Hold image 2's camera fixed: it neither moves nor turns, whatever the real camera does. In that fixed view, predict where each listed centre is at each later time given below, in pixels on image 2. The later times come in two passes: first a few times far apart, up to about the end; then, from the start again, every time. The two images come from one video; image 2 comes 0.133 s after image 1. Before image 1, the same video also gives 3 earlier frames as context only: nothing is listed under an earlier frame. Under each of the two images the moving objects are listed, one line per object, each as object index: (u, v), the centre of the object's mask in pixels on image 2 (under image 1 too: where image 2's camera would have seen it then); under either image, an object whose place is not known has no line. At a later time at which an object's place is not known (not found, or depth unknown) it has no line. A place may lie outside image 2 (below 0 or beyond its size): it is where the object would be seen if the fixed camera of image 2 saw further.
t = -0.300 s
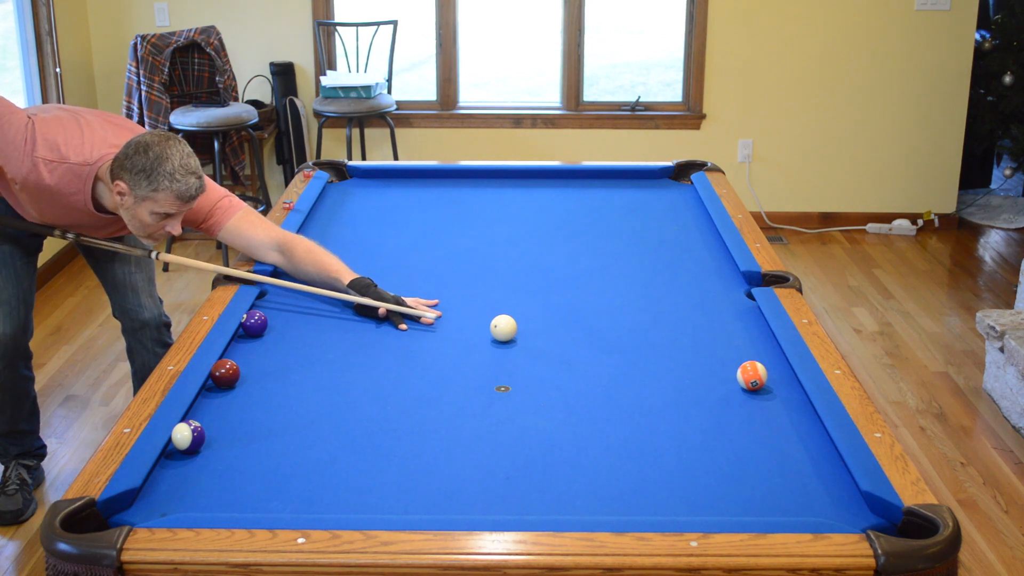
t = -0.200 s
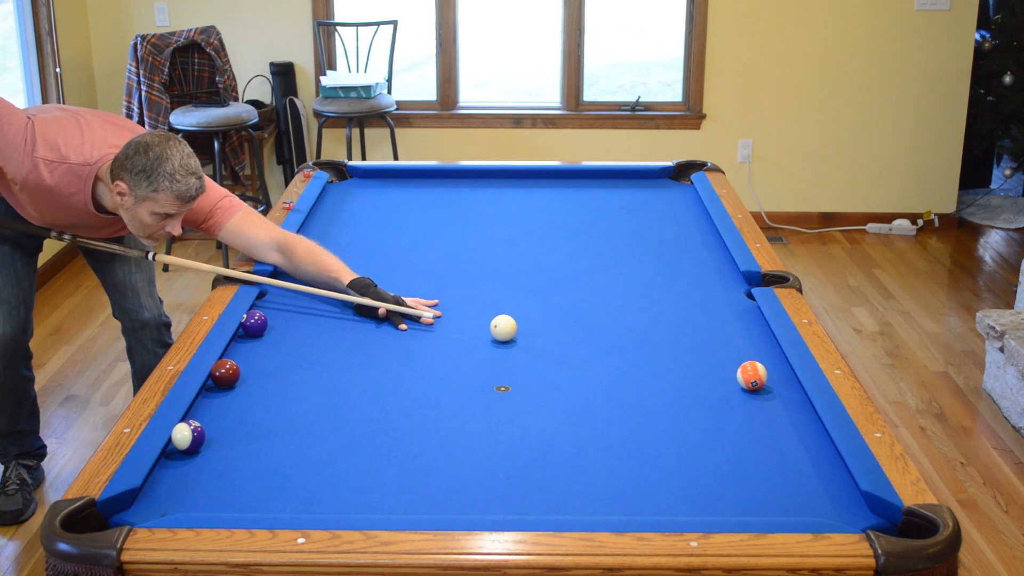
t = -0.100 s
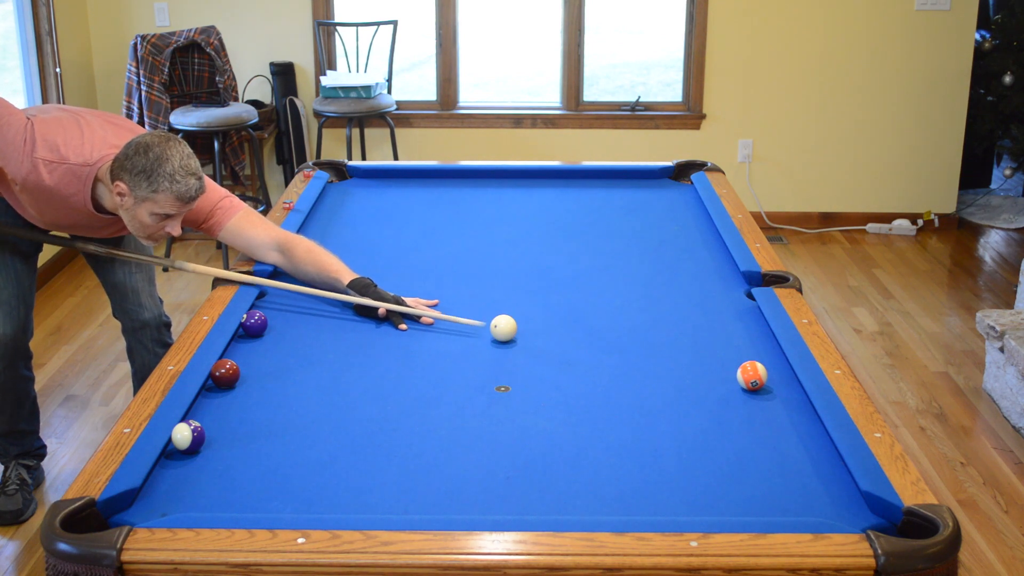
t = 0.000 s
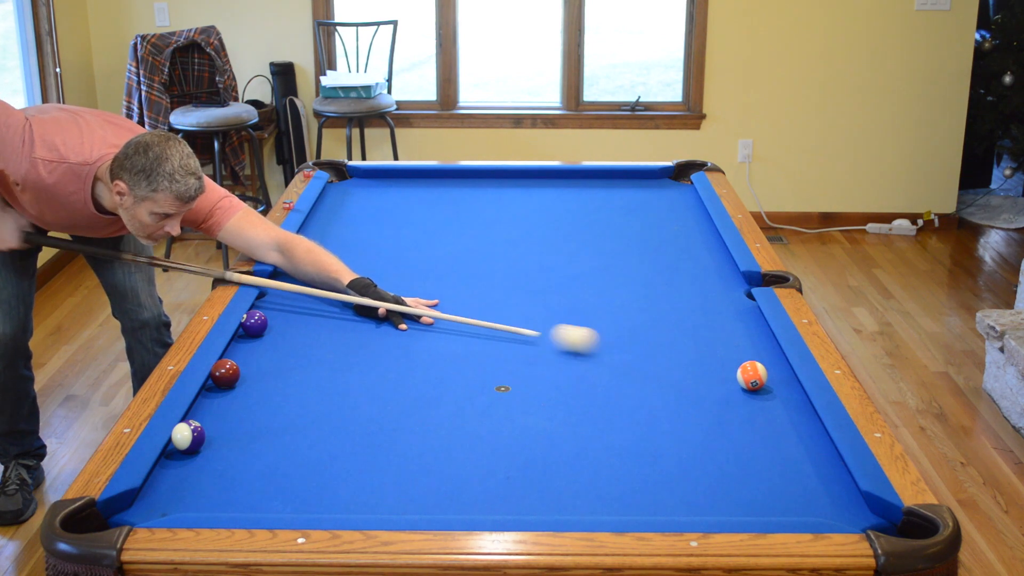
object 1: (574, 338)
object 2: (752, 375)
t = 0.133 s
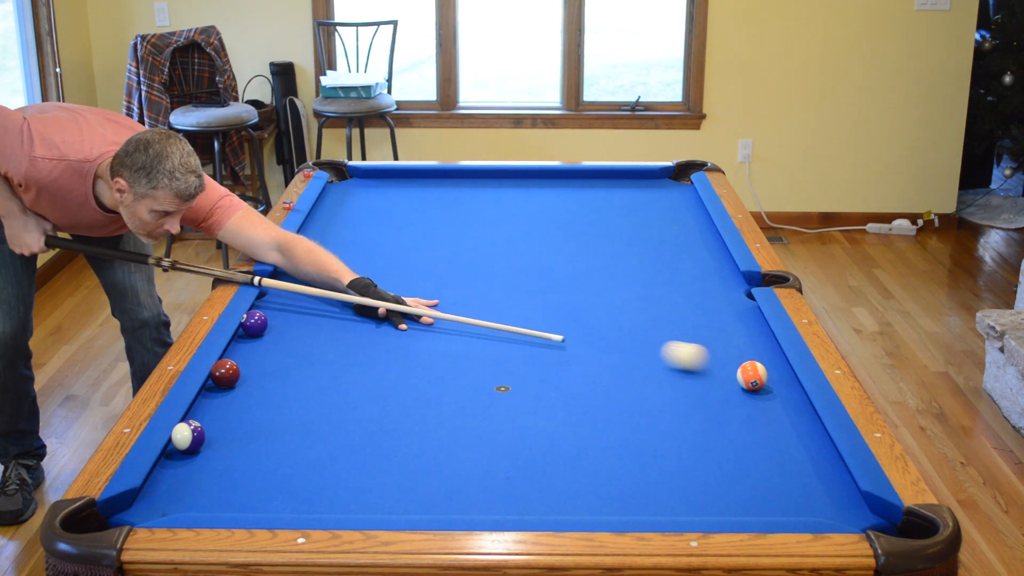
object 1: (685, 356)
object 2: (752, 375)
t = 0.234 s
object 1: (751, 359)
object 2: (758, 380)
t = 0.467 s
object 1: (710, 348)
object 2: (793, 408)
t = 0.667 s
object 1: (657, 335)
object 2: (805, 430)
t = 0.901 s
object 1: (600, 322)
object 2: (807, 455)
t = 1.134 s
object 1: (548, 310)
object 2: (811, 481)
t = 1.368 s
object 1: (501, 299)
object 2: (815, 505)
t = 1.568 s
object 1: (464, 290)
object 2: (821, 505)
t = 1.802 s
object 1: (424, 280)
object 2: (826, 497)
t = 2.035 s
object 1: (388, 272)
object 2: (833, 488)
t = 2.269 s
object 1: (355, 264)
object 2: (836, 480)
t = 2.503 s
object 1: (325, 256)
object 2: (828, 476)
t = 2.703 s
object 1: (306, 252)
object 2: (822, 474)
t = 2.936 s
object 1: (297, 252)
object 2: (817, 471)
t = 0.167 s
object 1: (710, 360)
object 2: (752, 375)
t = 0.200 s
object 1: (730, 361)
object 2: (752, 376)
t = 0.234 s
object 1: (751, 359)
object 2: (758, 380)
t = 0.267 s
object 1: (769, 359)
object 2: (763, 385)
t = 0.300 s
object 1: (767, 359)
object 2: (769, 389)
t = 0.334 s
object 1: (753, 357)
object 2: (774, 393)
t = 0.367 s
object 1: (741, 354)
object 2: (778, 397)
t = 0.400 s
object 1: (730, 352)
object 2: (783, 400)
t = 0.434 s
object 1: (720, 350)
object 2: (788, 404)
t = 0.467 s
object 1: (710, 348)
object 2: (793, 408)
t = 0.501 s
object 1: (701, 346)
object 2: (798, 412)
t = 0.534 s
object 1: (692, 343)
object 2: (802, 416)
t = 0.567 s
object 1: (683, 341)
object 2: (804, 420)
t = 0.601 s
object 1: (674, 339)
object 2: (804, 423)
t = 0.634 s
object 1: (665, 337)
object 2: (804, 427)
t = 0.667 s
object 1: (657, 335)
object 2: (805, 430)
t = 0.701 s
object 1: (648, 333)
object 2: (805, 434)
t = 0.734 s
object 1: (640, 331)
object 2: (806, 437)
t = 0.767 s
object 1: (632, 329)
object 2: (806, 441)
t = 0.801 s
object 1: (623, 327)
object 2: (806, 444)
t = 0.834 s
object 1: (615, 325)
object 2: (807, 448)
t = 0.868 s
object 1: (607, 324)
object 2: (807, 452)
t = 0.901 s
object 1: (600, 322)
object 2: (807, 455)
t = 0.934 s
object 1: (592, 320)
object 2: (808, 459)
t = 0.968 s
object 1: (584, 318)
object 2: (809, 463)
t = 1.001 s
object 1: (577, 317)
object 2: (809, 467)
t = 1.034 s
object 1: (569, 315)
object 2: (809, 470)
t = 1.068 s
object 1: (562, 313)
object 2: (810, 474)
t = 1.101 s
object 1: (555, 312)
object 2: (811, 477)
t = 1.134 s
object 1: (548, 310)
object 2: (811, 481)
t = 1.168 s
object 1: (541, 308)
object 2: (812, 485)
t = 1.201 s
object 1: (534, 307)
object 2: (812, 489)
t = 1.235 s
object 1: (527, 305)
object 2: (813, 492)
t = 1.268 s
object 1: (520, 303)
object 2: (814, 496)
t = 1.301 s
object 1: (513, 302)
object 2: (814, 499)
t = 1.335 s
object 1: (507, 300)
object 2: (815, 502)
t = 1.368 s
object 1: (501, 299)
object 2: (815, 505)
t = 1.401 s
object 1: (494, 297)
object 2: (816, 507)
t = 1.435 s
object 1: (488, 296)
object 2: (817, 509)
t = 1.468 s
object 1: (482, 294)
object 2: (818, 508)
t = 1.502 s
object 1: (475, 293)
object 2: (819, 507)
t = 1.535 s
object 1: (469, 291)
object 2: (820, 506)
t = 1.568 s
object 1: (464, 290)
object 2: (821, 505)
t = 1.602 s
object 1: (458, 289)
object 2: (821, 504)
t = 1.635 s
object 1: (452, 287)
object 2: (822, 503)
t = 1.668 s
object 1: (446, 286)
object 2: (823, 502)
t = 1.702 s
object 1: (440, 284)
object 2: (824, 501)
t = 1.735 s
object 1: (435, 283)
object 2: (825, 499)
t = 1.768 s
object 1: (429, 282)
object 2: (825, 498)
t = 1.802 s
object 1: (424, 280)
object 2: (826, 497)
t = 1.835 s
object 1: (419, 279)
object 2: (828, 495)
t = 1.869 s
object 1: (413, 278)
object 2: (828, 494)
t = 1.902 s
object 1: (408, 277)
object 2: (829, 493)
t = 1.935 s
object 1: (403, 275)
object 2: (830, 492)
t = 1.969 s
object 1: (398, 274)
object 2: (831, 490)
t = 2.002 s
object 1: (393, 273)
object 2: (832, 489)
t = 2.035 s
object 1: (388, 272)
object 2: (833, 488)
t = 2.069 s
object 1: (383, 270)
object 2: (834, 487)
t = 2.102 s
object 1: (378, 269)
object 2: (835, 485)
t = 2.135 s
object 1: (373, 268)
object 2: (835, 484)
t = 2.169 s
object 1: (369, 267)
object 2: (836, 483)
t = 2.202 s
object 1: (364, 266)
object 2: (837, 482)
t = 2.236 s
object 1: (360, 265)
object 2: (837, 481)
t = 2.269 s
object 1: (355, 264)
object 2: (836, 480)
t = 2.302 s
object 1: (351, 263)
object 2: (835, 480)
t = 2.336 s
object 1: (346, 262)
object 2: (834, 479)
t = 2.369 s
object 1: (342, 261)
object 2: (833, 478)
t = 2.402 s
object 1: (338, 260)
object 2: (832, 478)
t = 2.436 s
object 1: (334, 258)
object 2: (830, 477)
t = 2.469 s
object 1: (330, 257)
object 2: (829, 477)
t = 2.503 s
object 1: (325, 256)
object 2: (828, 476)
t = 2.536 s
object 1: (322, 255)
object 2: (827, 475)
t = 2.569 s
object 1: (318, 254)
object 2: (826, 475)
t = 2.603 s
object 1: (314, 253)
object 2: (825, 475)
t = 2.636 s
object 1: (310, 253)
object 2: (824, 474)
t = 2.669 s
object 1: (307, 252)
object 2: (823, 474)
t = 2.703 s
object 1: (306, 252)
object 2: (822, 474)
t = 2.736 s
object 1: (304, 252)
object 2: (821, 473)
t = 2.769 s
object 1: (302, 252)
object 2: (820, 473)
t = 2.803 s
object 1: (300, 252)
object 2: (819, 472)
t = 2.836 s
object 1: (298, 252)
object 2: (819, 472)
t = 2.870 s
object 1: (297, 252)
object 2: (818, 472)
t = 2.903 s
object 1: (296, 252)
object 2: (817, 471)
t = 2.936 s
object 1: (297, 252)
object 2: (817, 471)
